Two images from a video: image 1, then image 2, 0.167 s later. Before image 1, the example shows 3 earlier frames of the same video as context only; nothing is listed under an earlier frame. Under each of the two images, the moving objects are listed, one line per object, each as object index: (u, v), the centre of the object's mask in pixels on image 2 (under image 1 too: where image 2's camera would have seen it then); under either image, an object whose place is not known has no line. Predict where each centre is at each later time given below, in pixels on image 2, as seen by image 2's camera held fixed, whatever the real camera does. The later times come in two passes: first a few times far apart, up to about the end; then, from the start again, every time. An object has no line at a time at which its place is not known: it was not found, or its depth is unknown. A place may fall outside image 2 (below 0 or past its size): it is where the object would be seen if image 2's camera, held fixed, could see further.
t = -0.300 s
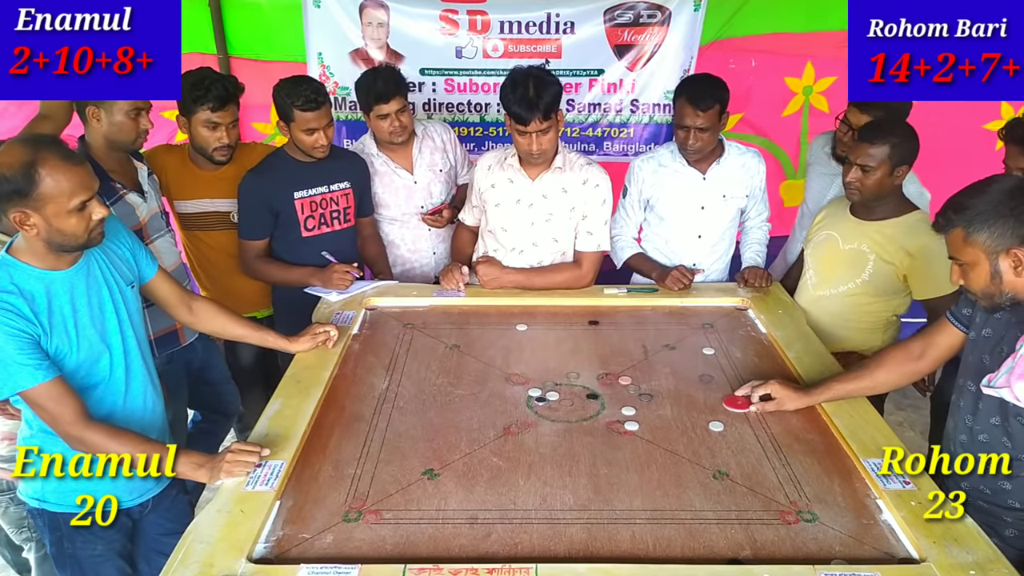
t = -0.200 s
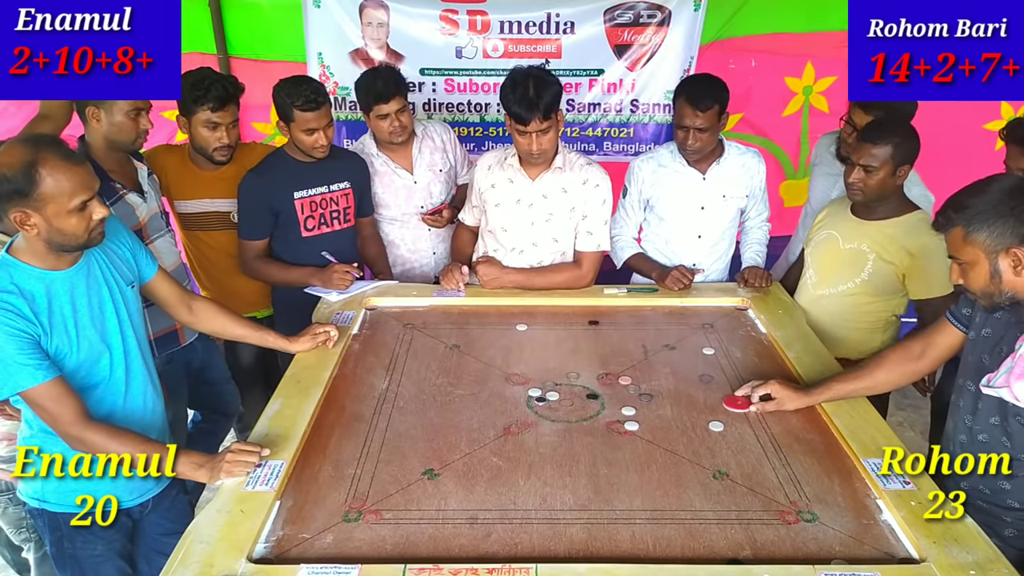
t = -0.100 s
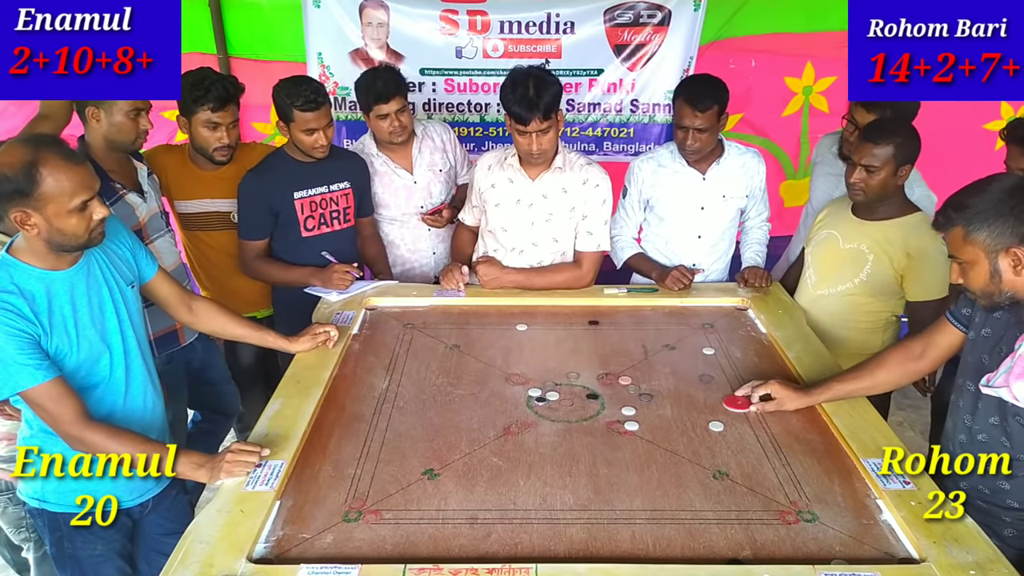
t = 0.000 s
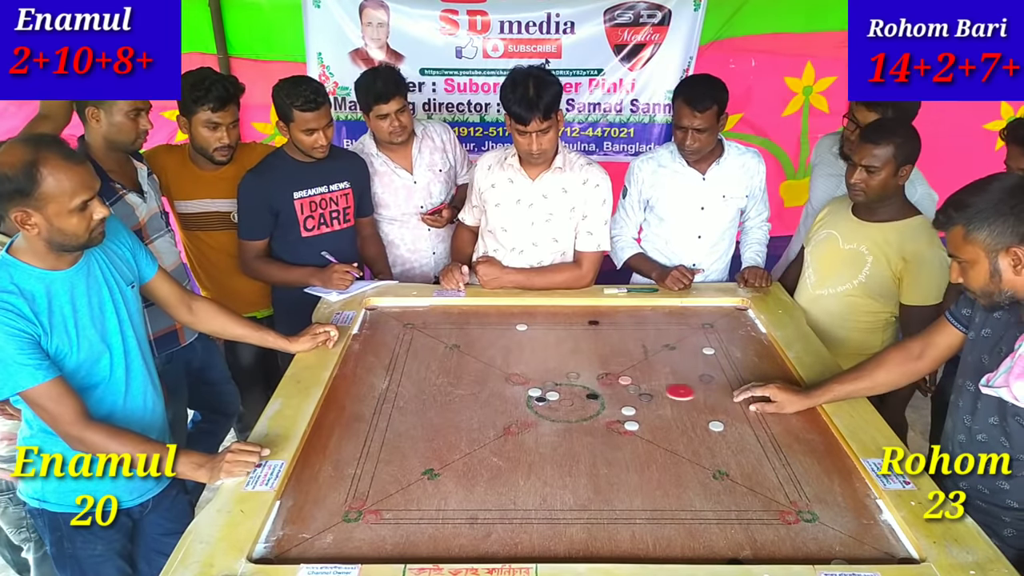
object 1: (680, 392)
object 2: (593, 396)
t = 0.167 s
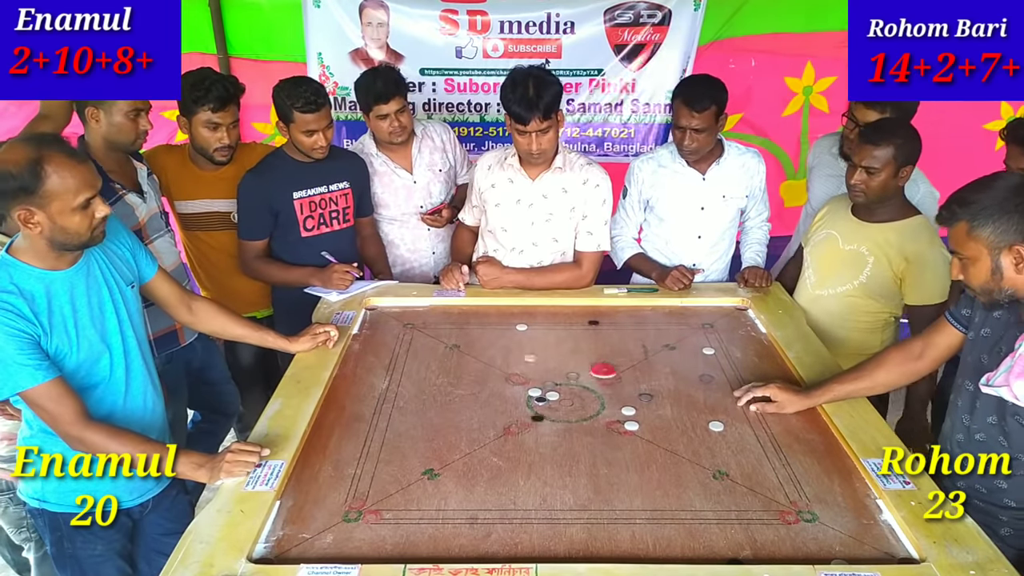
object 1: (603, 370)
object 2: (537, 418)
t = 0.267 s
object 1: (575, 360)
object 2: (479, 440)
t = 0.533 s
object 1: (524, 343)
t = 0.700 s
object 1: (508, 338)
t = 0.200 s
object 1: (593, 367)
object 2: (518, 426)
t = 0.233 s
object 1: (583, 364)
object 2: (501, 432)
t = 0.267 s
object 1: (575, 360)
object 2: (479, 440)
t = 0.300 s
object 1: (567, 358)
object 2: (460, 448)
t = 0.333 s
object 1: (559, 355)
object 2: (441, 455)
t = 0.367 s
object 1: (552, 353)
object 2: (423, 463)
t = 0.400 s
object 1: (545, 351)
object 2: (405, 469)
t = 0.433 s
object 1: (539, 349)
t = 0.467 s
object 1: (534, 347)
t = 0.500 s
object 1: (529, 345)
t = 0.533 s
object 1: (524, 343)
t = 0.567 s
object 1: (520, 342)
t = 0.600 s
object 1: (517, 340)
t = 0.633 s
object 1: (513, 339)
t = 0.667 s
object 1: (511, 338)
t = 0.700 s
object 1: (508, 338)
